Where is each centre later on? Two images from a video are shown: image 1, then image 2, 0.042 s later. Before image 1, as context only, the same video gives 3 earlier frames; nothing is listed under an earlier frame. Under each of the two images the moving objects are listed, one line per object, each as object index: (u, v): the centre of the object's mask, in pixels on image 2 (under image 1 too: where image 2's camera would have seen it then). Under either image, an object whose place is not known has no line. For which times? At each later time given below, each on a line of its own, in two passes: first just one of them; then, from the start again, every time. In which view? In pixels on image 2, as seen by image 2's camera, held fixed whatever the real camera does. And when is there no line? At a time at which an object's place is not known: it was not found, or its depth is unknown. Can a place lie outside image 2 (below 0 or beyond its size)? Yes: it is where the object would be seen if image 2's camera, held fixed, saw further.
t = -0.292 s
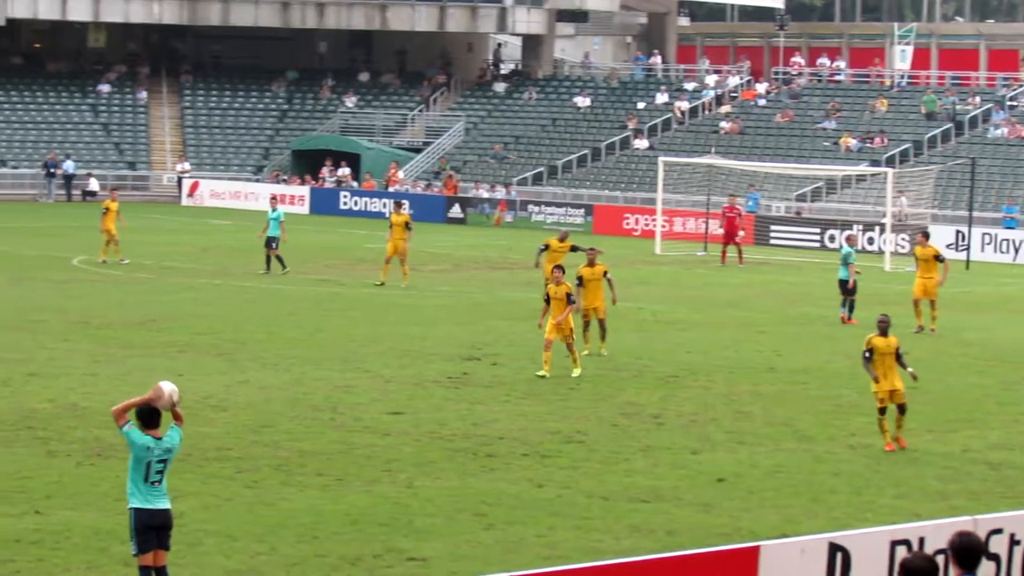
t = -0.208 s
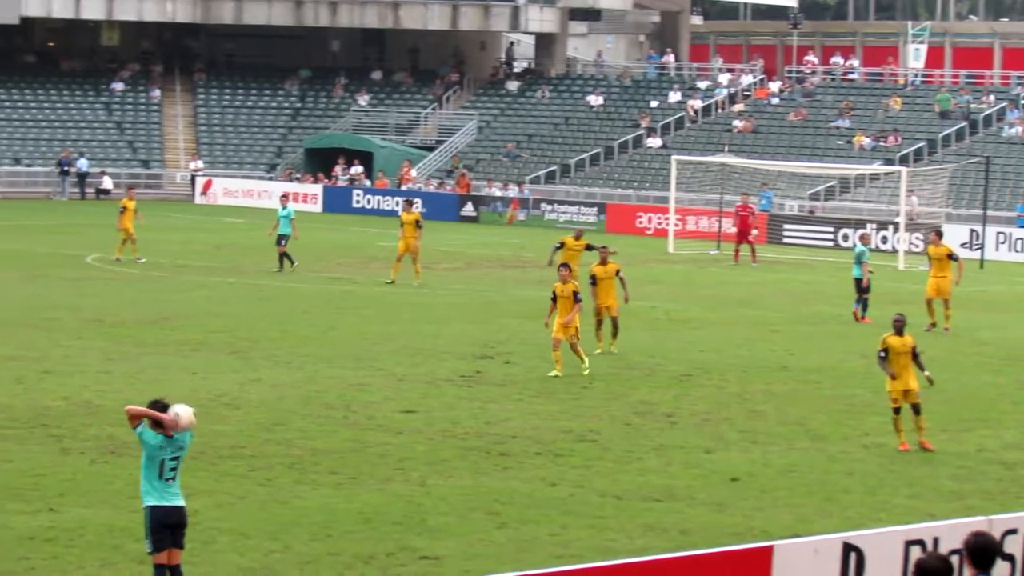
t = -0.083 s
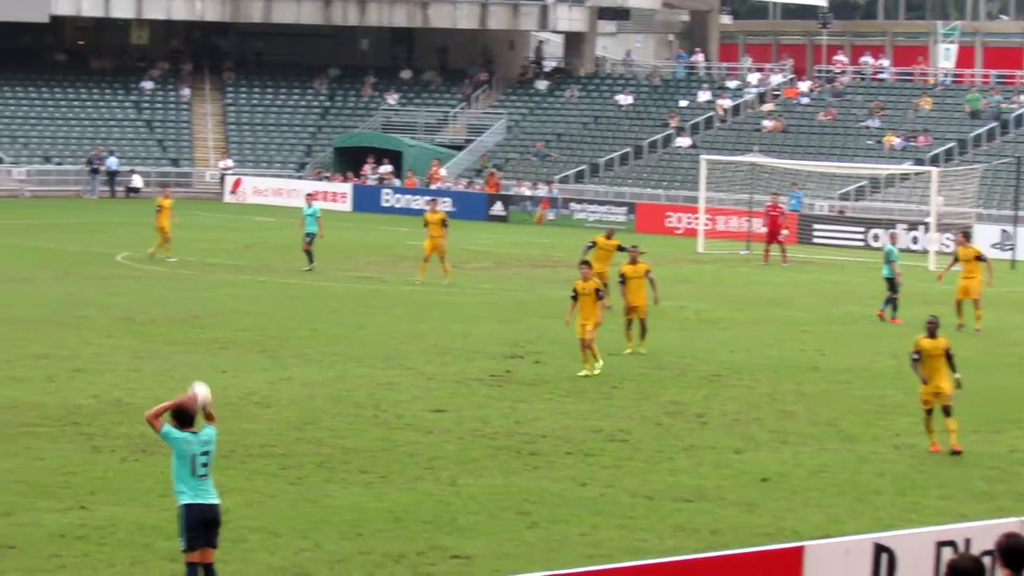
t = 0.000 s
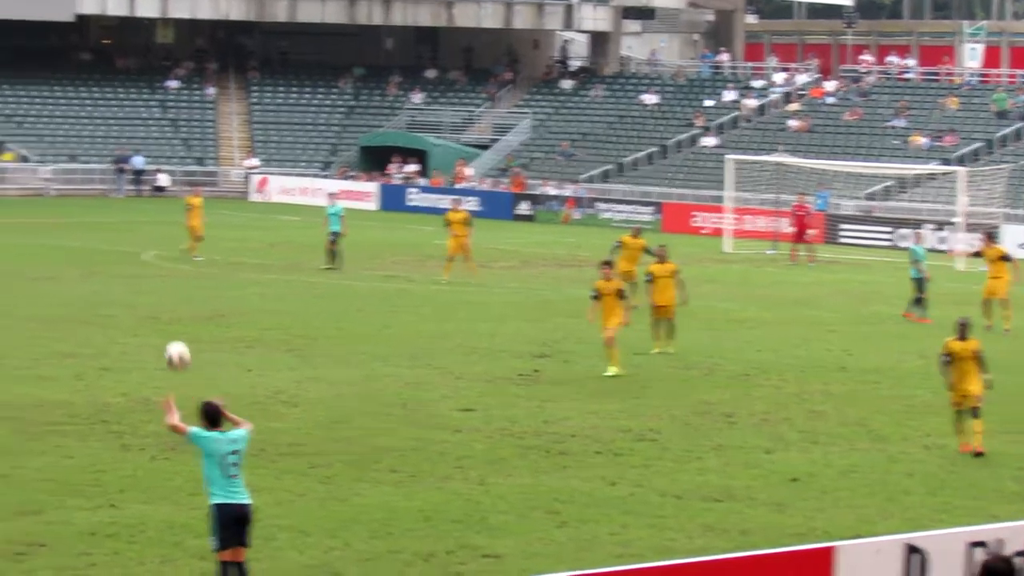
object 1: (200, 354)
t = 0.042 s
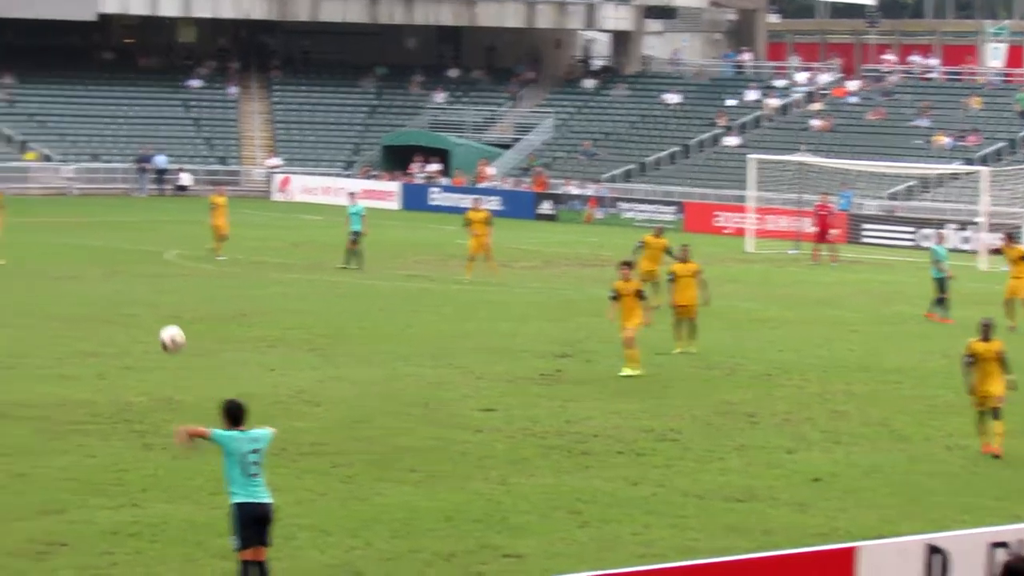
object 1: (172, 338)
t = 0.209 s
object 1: (69, 300)
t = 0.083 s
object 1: (146, 325)
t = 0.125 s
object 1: (121, 315)
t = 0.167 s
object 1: (95, 306)
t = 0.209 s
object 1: (69, 300)
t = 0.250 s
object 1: (45, 297)
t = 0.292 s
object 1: (21, 296)
